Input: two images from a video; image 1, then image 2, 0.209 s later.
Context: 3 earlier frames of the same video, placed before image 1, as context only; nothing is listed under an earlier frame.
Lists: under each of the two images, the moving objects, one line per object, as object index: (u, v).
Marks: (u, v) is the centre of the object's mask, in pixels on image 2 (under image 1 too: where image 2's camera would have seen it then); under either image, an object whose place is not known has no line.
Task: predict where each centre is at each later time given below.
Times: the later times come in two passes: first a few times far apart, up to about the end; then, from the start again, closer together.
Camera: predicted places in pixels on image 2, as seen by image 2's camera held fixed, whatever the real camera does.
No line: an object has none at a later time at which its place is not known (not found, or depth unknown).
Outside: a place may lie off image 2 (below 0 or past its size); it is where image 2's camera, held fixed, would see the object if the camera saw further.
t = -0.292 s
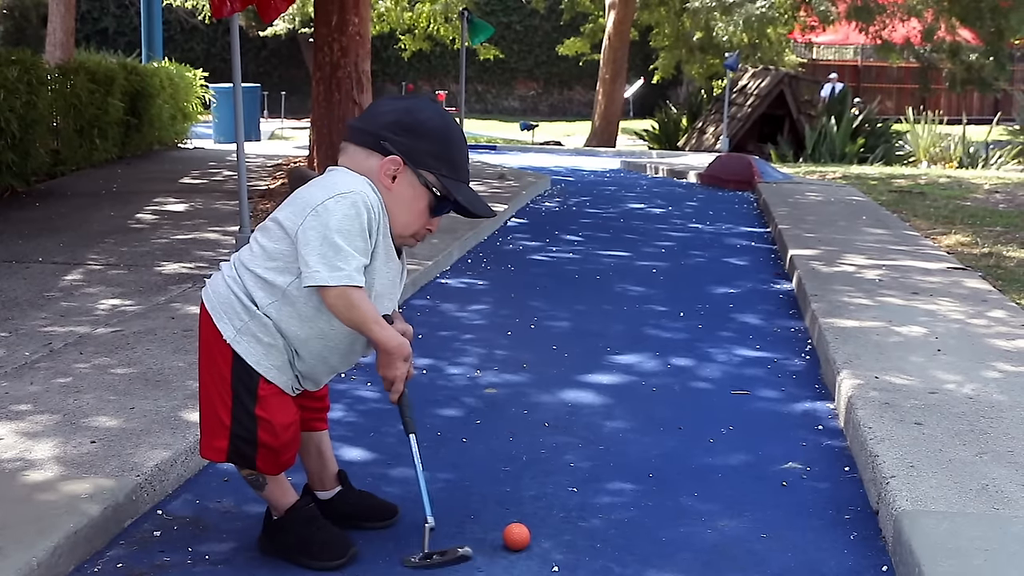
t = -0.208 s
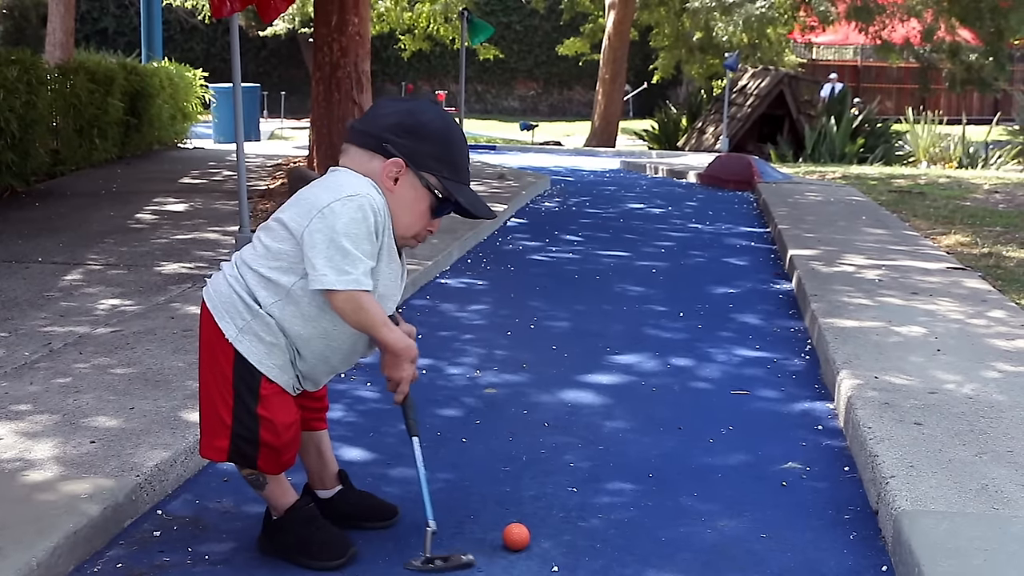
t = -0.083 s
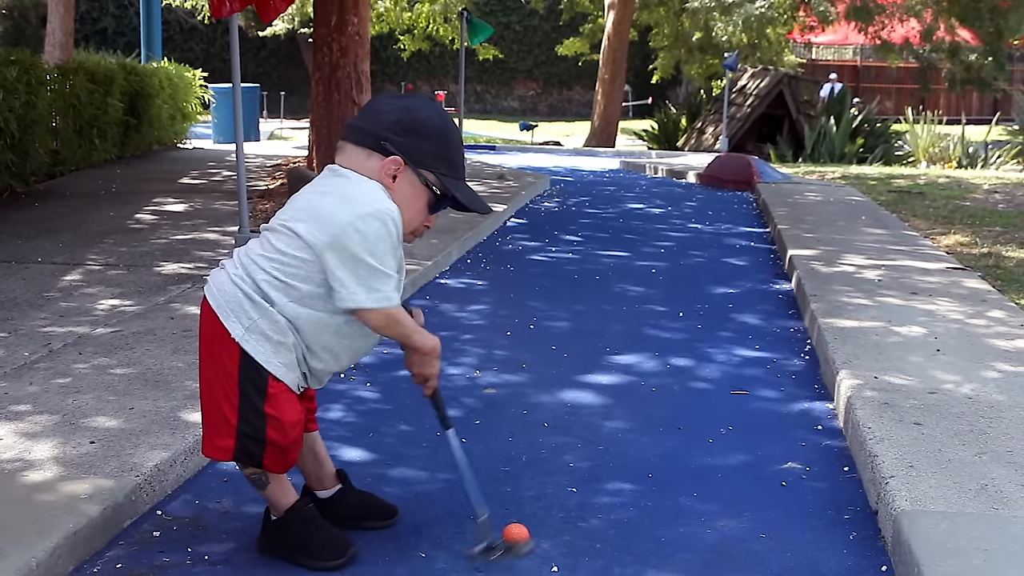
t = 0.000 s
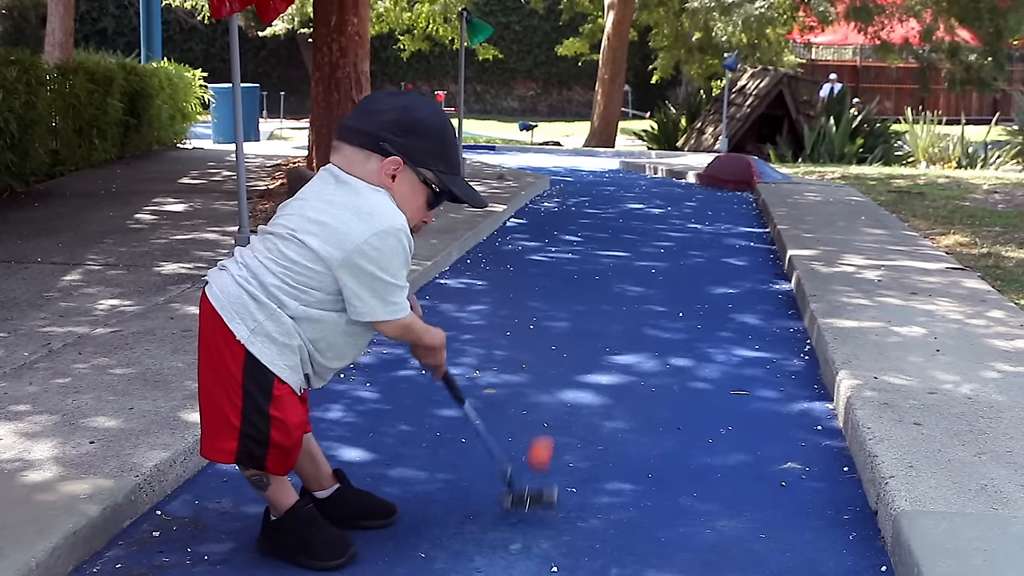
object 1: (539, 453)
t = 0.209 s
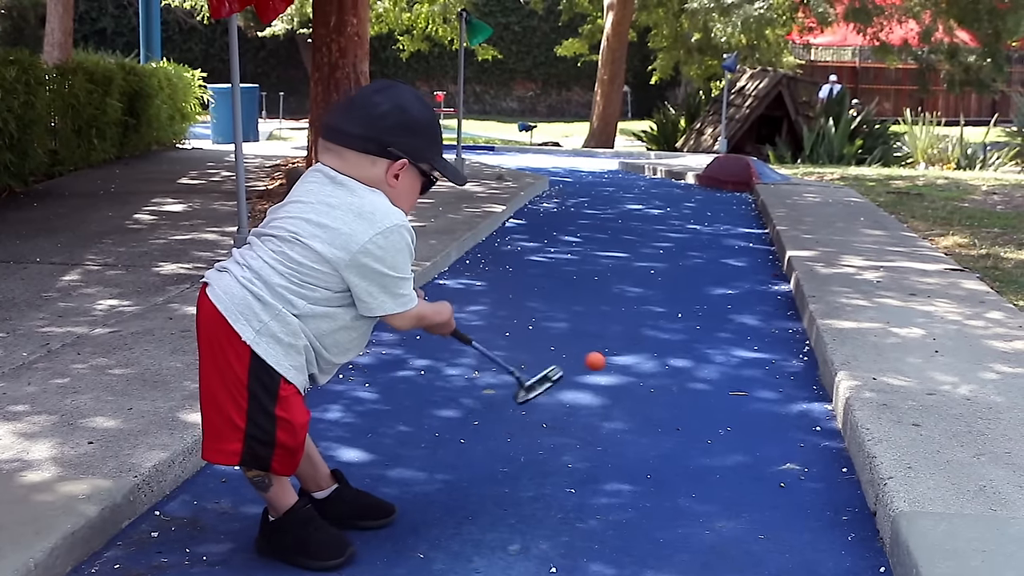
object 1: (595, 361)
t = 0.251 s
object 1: (603, 368)
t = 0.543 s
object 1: (637, 314)
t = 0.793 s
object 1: (662, 284)
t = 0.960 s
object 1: (676, 267)
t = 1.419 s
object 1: (703, 239)
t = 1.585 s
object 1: (710, 231)
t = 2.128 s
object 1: (737, 214)
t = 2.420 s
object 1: (752, 208)
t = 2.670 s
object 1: (753, 204)
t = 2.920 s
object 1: (748, 200)
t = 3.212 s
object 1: (743, 199)
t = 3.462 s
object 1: (741, 198)
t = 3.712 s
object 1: (741, 199)
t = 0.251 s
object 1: (603, 368)
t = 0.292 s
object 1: (609, 356)
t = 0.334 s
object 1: (615, 336)
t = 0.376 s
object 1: (620, 322)
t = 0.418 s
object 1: (625, 315)
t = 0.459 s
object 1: (629, 315)
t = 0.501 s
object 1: (633, 321)
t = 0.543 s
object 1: (637, 314)
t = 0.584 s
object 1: (643, 305)
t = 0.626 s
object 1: (647, 302)
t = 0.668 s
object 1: (651, 299)
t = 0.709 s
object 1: (655, 290)
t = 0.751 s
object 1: (659, 286)
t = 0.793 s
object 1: (662, 284)
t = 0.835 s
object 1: (667, 278)
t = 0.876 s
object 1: (669, 276)
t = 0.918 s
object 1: (673, 270)
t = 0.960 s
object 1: (676, 267)
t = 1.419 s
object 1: (703, 239)
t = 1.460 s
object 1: (704, 237)
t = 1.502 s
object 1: (706, 235)
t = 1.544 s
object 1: (708, 233)
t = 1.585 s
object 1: (710, 231)
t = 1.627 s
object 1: (712, 229)
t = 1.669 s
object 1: (714, 227)
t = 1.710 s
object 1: (716, 225)
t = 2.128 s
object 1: (737, 214)
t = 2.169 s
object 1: (739, 213)
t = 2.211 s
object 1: (741, 212)
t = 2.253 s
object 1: (743, 211)
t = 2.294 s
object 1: (745, 210)
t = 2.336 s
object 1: (747, 210)
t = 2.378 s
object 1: (749, 208)
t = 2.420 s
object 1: (752, 208)
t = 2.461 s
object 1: (754, 206)
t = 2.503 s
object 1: (756, 206)
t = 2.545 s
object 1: (755, 205)
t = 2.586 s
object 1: (754, 205)
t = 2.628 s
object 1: (754, 205)
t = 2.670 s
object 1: (753, 204)
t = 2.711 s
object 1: (753, 203)
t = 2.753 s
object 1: (751, 203)
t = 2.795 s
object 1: (750, 202)
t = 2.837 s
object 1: (750, 202)
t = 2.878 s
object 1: (749, 201)
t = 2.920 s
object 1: (748, 200)
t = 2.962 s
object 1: (747, 200)
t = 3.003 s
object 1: (746, 200)
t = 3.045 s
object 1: (746, 199)
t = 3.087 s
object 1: (745, 199)
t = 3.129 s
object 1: (745, 199)
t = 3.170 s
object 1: (744, 199)
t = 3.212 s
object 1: (743, 199)
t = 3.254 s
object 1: (743, 199)
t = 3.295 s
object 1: (742, 199)
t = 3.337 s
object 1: (742, 199)
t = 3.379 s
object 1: (742, 199)
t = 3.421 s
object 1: (741, 198)
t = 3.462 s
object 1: (741, 198)
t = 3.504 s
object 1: (741, 198)
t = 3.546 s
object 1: (741, 198)
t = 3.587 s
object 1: (741, 198)
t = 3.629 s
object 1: (741, 199)
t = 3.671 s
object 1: (741, 199)
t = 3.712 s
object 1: (741, 199)
